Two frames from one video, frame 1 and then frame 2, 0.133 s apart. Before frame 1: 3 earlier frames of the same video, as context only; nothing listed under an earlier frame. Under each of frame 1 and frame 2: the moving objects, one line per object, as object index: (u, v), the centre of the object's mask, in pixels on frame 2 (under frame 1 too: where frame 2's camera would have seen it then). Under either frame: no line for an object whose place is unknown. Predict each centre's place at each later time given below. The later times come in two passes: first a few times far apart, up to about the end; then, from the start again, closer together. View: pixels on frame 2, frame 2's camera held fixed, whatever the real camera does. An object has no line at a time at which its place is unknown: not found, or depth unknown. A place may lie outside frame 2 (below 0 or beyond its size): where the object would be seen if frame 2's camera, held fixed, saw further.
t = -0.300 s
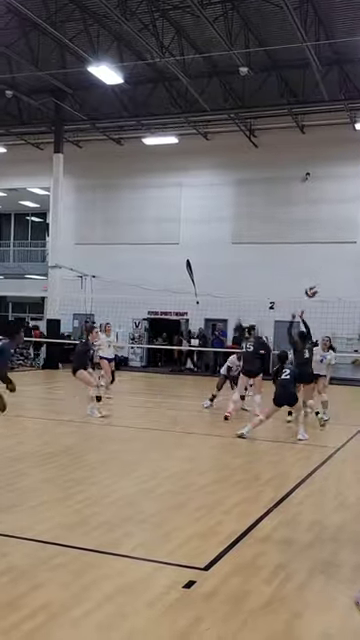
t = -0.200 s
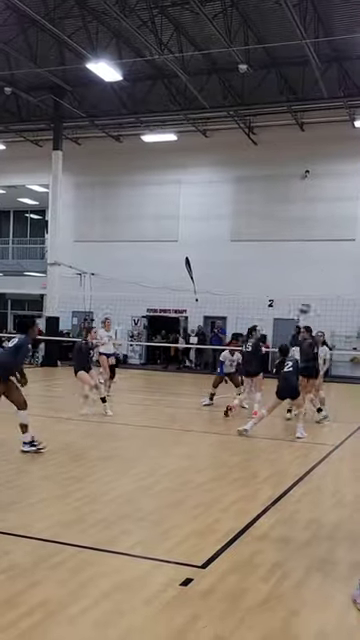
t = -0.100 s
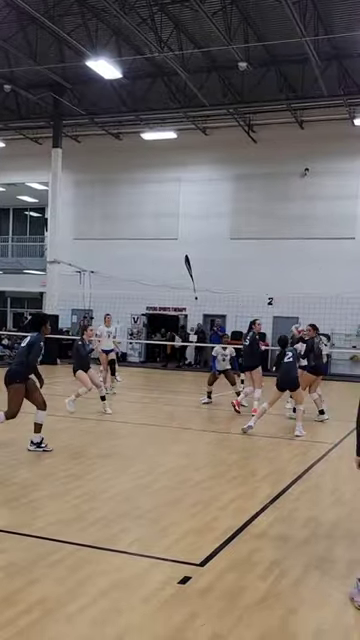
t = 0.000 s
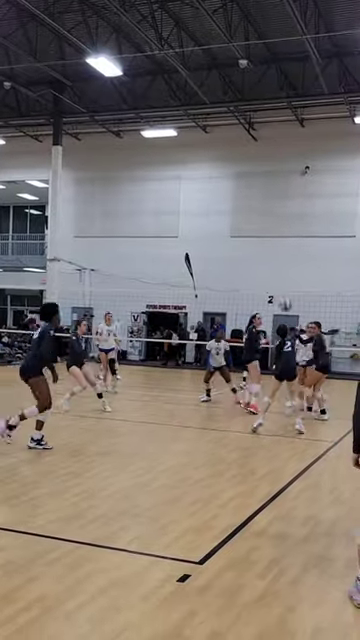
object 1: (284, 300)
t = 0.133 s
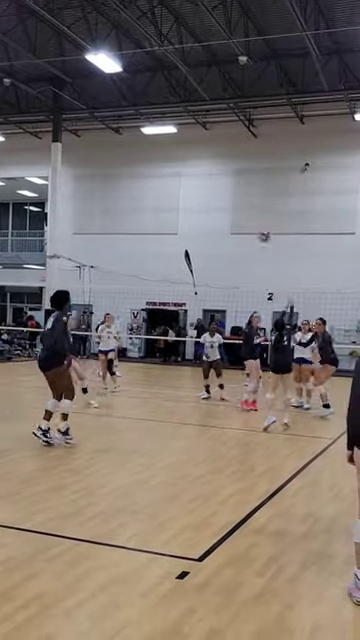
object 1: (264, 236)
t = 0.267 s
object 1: (243, 180)
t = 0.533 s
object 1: (200, 108)
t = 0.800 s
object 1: (153, 84)
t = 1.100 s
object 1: (99, 113)
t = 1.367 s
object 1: (54, 186)
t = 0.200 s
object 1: (254, 206)
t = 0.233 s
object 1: (247, 192)
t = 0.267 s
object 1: (243, 180)
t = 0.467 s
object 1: (211, 121)
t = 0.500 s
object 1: (204, 113)
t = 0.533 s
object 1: (200, 108)
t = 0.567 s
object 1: (193, 102)
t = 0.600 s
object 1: (188, 98)
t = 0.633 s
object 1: (182, 94)
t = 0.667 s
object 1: (176, 90)
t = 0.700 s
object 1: (170, 87)
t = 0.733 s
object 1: (165, 86)
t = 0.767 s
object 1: (159, 85)
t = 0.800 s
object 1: (153, 84)
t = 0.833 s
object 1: (147, 85)
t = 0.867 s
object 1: (141, 86)
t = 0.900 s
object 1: (135, 88)
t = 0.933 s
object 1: (129, 90)
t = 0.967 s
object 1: (123, 93)
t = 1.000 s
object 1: (117, 97)
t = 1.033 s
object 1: (111, 102)
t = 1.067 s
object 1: (105, 107)
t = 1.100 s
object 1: (99, 113)
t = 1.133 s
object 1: (93, 120)
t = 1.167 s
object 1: (88, 127)
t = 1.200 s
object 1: (82, 134)
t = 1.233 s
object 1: (76, 144)
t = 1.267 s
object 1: (71, 152)
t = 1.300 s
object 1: (64, 162)
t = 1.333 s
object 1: (59, 175)
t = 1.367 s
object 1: (54, 186)
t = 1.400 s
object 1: (48, 196)
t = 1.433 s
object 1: (43, 210)
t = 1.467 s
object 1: (38, 222)
